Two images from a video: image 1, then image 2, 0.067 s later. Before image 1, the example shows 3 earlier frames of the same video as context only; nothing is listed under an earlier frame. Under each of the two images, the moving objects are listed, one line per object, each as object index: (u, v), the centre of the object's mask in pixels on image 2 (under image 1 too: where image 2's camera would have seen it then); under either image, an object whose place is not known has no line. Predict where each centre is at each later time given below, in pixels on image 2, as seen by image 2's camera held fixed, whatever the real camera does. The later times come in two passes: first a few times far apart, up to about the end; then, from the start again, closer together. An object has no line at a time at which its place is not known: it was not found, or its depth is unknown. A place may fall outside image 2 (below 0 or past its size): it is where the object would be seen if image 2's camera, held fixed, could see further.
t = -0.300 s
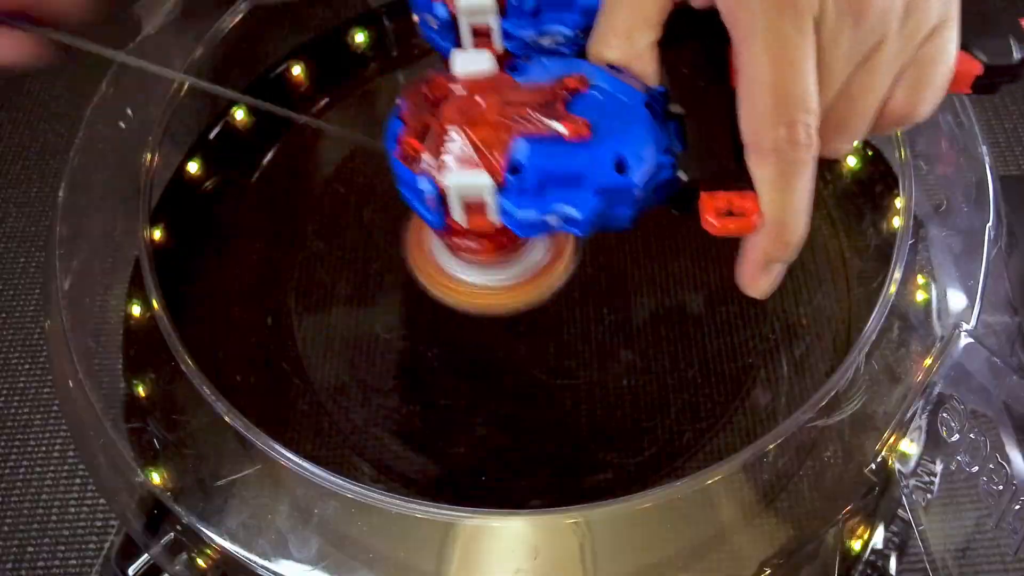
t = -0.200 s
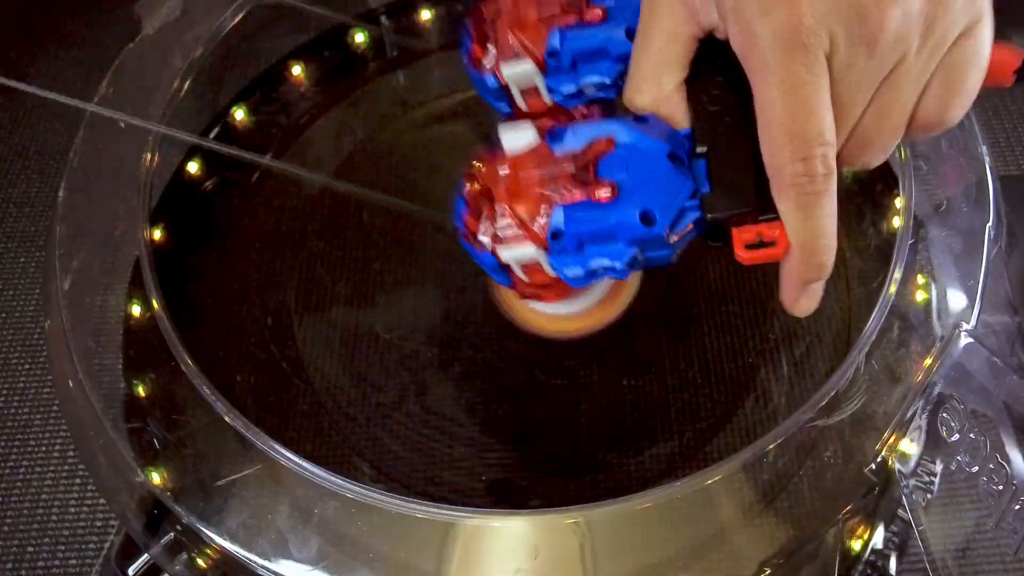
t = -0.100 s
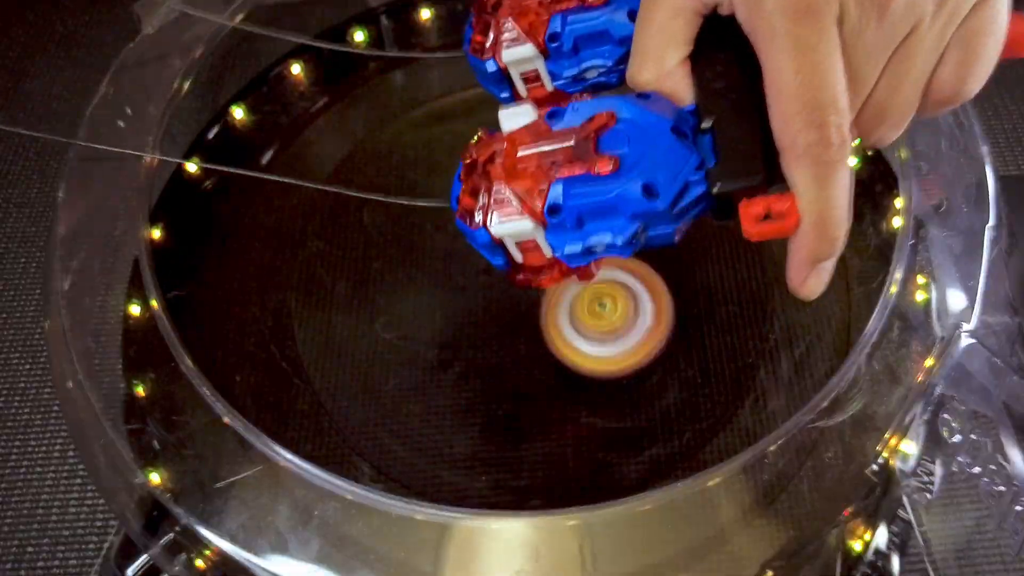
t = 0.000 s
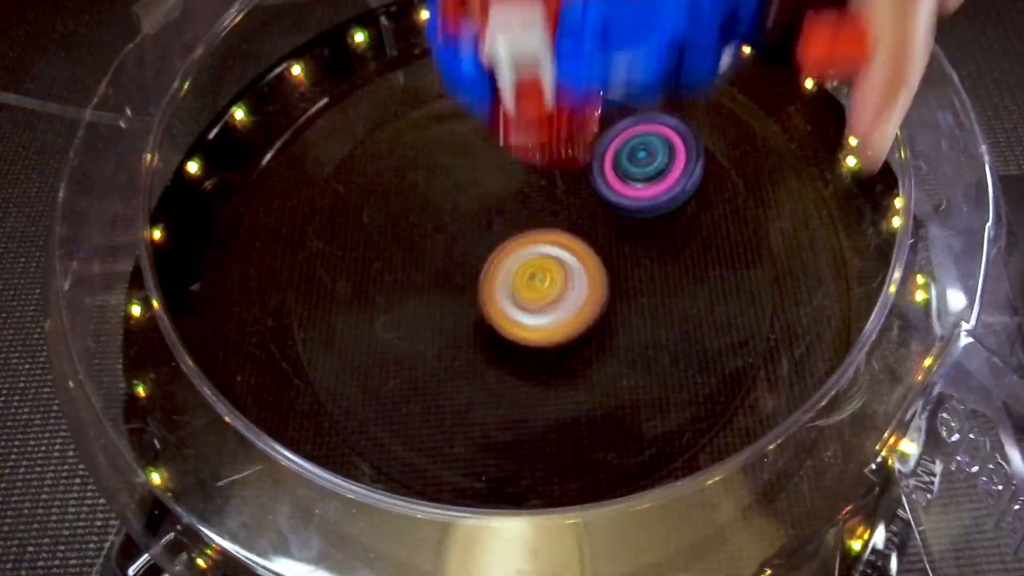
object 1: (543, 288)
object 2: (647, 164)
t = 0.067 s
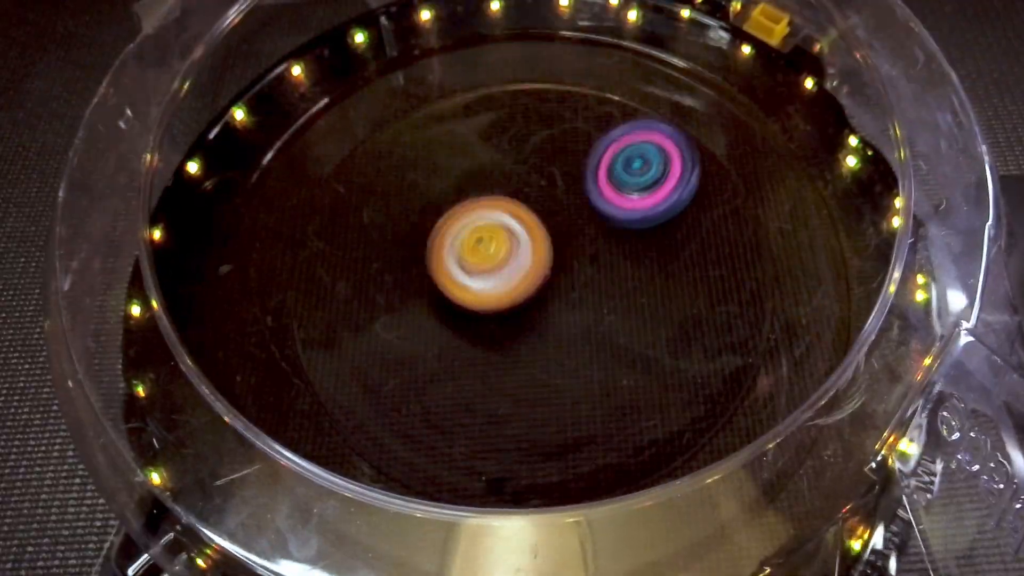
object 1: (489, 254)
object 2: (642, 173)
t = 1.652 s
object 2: (335, 153)
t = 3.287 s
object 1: (607, 281)
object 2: (499, 206)
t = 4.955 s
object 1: (434, 419)
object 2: (455, 325)
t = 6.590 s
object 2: (475, 79)
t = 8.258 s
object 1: (246, 292)
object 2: (520, 246)
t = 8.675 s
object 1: (389, 469)
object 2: (492, 275)
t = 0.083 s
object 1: (479, 240)
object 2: (639, 183)
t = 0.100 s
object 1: (469, 225)
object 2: (634, 187)
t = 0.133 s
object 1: (457, 188)
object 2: (623, 198)
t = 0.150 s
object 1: (456, 169)
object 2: (617, 207)
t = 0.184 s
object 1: (458, 129)
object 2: (601, 221)
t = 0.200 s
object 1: (462, 109)
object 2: (592, 229)
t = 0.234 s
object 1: (476, 75)
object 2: (572, 244)
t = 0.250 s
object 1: (486, 59)
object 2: (562, 251)
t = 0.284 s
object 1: (507, 39)
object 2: (539, 264)
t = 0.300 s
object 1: (516, 35)
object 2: (528, 269)
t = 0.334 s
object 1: (537, 24)
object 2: (505, 278)
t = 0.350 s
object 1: (552, 23)
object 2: (495, 282)
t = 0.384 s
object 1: (580, 23)
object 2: (473, 286)
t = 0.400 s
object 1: (594, 22)
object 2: (463, 287)
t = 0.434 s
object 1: (619, 23)
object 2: (447, 287)
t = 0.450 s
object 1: (628, 23)
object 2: (440, 286)
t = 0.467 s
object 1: (639, 23)
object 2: (435, 285)
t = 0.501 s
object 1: (656, 24)
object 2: (427, 281)
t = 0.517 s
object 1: (663, 24)
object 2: (425, 278)
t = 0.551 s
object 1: (676, 25)
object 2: (424, 272)
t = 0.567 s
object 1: (680, 26)
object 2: (426, 268)
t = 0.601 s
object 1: (690, 27)
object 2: (432, 260)
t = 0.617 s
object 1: (692, 28)
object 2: (437, 256)
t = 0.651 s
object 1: (696, 29)
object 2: (449, 246)
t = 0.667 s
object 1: (696, 29)
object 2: (456, 242)
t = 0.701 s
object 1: (697, 31)
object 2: (472, 233)
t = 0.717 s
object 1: (697, 31)
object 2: (480, 229)
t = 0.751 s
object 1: (695, 33)
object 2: (496, 221)
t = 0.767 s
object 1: (694, 33)
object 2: (504, 218)
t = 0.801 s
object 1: (690, 35)
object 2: (519, 212)
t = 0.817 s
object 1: (688, 36)
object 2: (526, 209)
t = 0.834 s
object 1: (686, 37)
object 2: (533, 208)
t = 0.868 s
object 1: (681, 42)
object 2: (543, 206)
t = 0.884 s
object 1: (678, 48)
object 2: (548, 206)
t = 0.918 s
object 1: (671, 56)
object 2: (555, 208)
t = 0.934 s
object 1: (668, 61)
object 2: (558, 209)
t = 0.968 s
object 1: (662, 70)
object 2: (560, 213)
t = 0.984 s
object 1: (658, 74)
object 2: (561, 216)
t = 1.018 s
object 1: (651, 82)
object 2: (560, 222)
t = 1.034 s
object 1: (647, 90)
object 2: (558, 225)
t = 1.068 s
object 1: (639, 109)
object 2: (553, 231)
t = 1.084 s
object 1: (636, 122)
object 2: (550, 235)
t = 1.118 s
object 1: (628, 149)
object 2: (542, 241)
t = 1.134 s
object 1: (625, 161)
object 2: (536, 245)
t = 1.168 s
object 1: (625, 178)
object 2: (516, 263)
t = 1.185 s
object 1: (623, 189)
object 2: (505, 271)
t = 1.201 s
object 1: (620, 203)
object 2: (496, 279)
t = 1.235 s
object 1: (611, 232)
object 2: (476, 293)
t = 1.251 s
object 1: (605, 247)
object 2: (467, 298)
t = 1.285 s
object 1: (586, 280)
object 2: (451, 307)
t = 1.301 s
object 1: (575, 295)
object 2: (443, 309)
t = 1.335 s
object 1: (560, 319)
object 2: (414, 312)
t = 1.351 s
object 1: (552, 329)
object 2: (398, 312)
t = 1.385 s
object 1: (523, 346)
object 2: (369, 310)
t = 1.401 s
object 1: (505, 349)
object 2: (356, 307)
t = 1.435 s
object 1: (462, 349)
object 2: (334, 298)
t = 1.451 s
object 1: (456, 347)
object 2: (311, 291)
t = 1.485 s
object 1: (494, 347)
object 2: (223, 253)
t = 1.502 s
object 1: (511, 345)
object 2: (183, 237)
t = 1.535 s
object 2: (169, 210)
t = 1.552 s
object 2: (198, 204)
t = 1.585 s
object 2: (245, 188)
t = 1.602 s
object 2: (268, 180)
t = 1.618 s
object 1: (602, 313)
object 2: (291, 169)
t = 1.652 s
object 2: (335, 153)
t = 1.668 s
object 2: (355, 148)
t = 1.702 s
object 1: (610, 310)
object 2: (399, 138)
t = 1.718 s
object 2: (421, 135)
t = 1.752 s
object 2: (463, 131)
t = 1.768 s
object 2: (483, 129)
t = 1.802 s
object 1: (579, 325)
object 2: (524, 130)
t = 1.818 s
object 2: (544, 133)
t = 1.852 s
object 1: (554, 324)
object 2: (579, 139)
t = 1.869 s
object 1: (545, 322)
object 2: (594, 144)
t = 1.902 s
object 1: (529, 316)
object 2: (623, 157)
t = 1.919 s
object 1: (521, 313)
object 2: (636, 167)
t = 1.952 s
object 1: (507, 304)
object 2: (656, 187)
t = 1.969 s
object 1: (501, 300)
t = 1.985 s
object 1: (495, 295)
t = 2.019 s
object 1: (487, 284)
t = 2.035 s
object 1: (485, 278)
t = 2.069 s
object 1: (482, 267)
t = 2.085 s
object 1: (481, 261)
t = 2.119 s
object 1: (484, 251)
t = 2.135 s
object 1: (487, 246)
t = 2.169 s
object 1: (495, 238)
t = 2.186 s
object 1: (500, 235)
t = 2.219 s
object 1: (512, 229)
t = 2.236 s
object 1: (518, 228)
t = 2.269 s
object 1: (532, 226)
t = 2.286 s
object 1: (539, 226)
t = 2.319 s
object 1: (553, 229)
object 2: (535, 415)
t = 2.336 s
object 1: (559, 231)
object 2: (523, 417)
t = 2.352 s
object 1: (565, 234)
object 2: (512, 418)
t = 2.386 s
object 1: (574, 241)
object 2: (489, 418)
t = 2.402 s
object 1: (577, 245)
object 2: (479, 417)
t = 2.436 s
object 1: (581, 255)
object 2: (458, 412)
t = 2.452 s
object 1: (581, 260)
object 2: (449, 409)
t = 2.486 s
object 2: (432, 400)
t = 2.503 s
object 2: (426, 395)
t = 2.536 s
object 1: (573, 284)
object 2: (414, 382)
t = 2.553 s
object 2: (410, 375)
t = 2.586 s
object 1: (561, 295)
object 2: (403, 361)
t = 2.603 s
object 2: (400, 353)
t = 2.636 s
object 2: (399, 338)
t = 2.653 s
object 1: (542, 302)
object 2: (399, 331)
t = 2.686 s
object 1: (533, 303)
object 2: (402, 315)
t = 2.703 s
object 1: (533, 302)
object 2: (400, 308)
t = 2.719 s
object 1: (535, 300)
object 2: (396, 301)
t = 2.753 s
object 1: (539, 294)
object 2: (393, 288)
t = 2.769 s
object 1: (541, 290)
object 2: (394, 283)
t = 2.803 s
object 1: (544, 284)
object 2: (396, 271)
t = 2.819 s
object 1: (545, 281)
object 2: (399, 266)
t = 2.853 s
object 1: (546, 274)
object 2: (406, 256)
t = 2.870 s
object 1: (547, 272)
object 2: (411, 251)
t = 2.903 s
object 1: (547, 266)
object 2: (422, 242)
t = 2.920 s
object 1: (548, 264)
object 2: (427, 238)
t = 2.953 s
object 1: (558, 260)
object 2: (430, 229)
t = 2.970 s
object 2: (433, 225)
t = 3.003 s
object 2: (441, 219)
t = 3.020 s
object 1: (573, 255)
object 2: (446, 216)
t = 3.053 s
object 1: (576, 254)
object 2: (457, 212)
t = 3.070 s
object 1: (577, 254)
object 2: (463, 210)
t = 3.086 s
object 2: (466, 208)
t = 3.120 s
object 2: (462, 202)
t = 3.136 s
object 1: (605, 262)
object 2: (462, 200)
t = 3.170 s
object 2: (465, 198)
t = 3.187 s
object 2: (469, 198)
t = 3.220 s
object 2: (477, 199)
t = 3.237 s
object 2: (482, 200)
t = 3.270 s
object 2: (493, 203)
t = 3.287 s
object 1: (607, 281)
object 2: (499, 206)
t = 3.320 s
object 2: (510, 211)
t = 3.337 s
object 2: (511, 211)
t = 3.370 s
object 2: (514, 213)
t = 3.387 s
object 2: (516, 215)
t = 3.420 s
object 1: (585, 308)
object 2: (520, 218)
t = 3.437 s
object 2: (520, 218)
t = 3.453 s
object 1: (582, 317)
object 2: (520, 219)
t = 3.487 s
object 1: (575, 323)
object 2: (523, 222)
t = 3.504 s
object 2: (524, 223)
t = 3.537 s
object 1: (564, 329)
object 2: (526, 225)
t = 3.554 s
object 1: (561, 331)
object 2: (526, 225)
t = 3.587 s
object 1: (554, 333)
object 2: (527, 227)
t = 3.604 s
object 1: (550, 333)
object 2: (527, 228)
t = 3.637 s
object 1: (545, 337)
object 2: (527, 226)
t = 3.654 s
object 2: (526, 225)
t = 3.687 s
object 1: (537, 339)
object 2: (527, 226)
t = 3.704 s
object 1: (535, 337)
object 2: (527, 226)
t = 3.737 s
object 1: (530, 340)
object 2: (528, 223)
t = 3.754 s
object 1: (528, 348)
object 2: (527, 213)
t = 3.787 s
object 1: (524, 358)
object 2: (526, 201)
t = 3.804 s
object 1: (522, 362)
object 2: (526, 196)
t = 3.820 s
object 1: (521, 364)
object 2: (527, 192)
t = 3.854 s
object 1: (517, 364)
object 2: (530, 190)
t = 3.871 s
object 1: (515, 362)
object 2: (531, 190)
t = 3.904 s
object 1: (511, 355)
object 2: (536, 192)
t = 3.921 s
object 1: (510, 350)
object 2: (539, 194)
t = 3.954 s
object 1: (506, 336)
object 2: (543, 199)
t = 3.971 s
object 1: (504, 329)
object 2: (546, 202)
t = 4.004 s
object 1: (503, 312)
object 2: (551, 210)
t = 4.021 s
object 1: (501, 310)
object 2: (553, 208)
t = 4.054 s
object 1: (497, 313)
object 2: (559, 196)
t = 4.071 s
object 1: (495, 314)
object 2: (562, 192)
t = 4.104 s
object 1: (494, 314)
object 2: (566, 189)
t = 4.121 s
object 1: (495, 313)
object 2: (569, 189)
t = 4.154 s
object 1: (497, 309)
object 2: (573, 192)
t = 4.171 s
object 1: (499, 307)
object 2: (575, 194)
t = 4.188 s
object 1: (501, 304)
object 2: (576, 197)
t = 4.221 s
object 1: (506, 297)
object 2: (578, 203)
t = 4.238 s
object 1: (508, 296)
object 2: (579, 207)
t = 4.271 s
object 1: (488, 345)
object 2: (597, 162)
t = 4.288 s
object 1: (476, 373)
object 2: (607, 137)
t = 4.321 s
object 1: (452, 426)
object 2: (624, 91)
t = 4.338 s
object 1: (444, 442)
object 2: (632, 71)
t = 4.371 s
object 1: (419, 490)
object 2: (646, 42)
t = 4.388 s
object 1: (408, 506)
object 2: (647, 37)
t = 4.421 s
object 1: (389, 533)
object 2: (642, 36)
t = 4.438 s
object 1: (384, 532)
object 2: (639, 40)
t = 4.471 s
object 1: (379, 525)
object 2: (631, 57)
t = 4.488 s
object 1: (375, 524)
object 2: (627, 61)
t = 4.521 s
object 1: (371, 516)
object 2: (622, 60)
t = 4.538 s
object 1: (367, 515)
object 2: (618, 66)
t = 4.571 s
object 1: (365, 511)
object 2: (609, 86)
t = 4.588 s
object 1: (365, 509)
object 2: (604, 93)
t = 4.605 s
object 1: (363, 507)
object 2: (599, 101)
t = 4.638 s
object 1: (364, 503)
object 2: (587, 126)
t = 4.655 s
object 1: (365, 499)
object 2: (579, 139)
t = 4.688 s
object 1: (371, 492)
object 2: (565, 166)
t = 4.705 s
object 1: (371, 489)
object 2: (558, 181)
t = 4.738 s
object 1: (377, 482)
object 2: (541, 213)
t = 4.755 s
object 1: (381, 478)
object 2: (534, 228)
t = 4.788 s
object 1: (386, 472)
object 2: (517, 260)
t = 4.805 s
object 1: (390, 467)
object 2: (508, 274)
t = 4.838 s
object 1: (403, 449)
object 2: (491, 301)
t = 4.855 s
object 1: (407, 447)
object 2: (483, 312)
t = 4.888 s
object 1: (414, 442)
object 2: (468, 329)
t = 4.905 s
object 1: (419, 437)
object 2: (463, 333)
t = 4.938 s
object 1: (429, 424)
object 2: (457, 330)
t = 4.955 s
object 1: (434, 419)
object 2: (455, 325)
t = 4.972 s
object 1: (441, 414)
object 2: (454, 320)
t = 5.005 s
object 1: (457, 407)
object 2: (452, 311)
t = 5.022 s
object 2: (452, 306)
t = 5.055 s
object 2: (456, 294)
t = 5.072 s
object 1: (498, 398)
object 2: (459, 286)
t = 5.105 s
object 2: (466, 268)
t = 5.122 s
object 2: (470, 260)
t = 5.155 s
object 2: (481, 245)
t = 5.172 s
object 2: (487, 240)
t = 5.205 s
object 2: (498, 230)
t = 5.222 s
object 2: (504, 227)
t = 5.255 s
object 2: (518, 223)
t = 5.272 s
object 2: (524, 223)
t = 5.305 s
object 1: (556, 355)
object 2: (535, 225)
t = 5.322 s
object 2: (541, 227)
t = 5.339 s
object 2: (545, 229)
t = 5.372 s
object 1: (565, 344)
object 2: (549, 229)
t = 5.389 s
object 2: (543, 205)
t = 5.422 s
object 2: (531, 163)
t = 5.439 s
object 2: (525, 144)
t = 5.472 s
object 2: (514, 108)
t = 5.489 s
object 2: (510, 93)
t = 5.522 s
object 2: (505, 69)
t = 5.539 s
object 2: (502, 60)
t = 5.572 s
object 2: (499, 47)
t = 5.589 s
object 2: (499, 43)
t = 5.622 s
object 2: (497, 37)
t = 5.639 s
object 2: (497, 35)
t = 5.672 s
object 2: (498, 33)
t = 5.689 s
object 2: (499, 31)
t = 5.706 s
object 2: (499, 30)
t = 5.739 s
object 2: (499, 28)
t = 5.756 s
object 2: (499, 28)
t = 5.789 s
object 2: (500, 29)
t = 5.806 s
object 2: (500, 30)
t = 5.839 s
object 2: (500, 30)
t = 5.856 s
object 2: (500, 30)
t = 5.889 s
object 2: (499, 30)
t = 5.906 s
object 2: (498, 30)
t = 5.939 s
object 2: (497, 29)
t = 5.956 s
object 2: (496, 29)
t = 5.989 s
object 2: (495, 30)
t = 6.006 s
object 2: (494, 31)
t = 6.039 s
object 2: (492, 31)
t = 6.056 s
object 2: (491, 32)
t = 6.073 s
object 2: (489, 32)
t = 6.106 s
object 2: (487, 32)
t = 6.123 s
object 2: (485, 32)
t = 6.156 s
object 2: (482, 33)
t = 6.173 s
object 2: (481, 33)
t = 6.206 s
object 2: (478, 34)
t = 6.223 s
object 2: (477, 35)
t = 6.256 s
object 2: (473, 36)
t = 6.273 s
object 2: (473, 37)
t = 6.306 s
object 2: (470, 39)
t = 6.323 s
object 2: (470, 40)
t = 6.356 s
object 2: (468, 42)
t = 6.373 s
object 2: (468, 44)
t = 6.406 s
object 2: (467, 46)
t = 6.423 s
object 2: (467, 48)
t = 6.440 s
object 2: (467, 50)
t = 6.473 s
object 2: (466, 54)
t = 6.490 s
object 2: (466, 56)
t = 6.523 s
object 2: (468, 61)
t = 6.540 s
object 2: (468, 64)
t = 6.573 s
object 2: (471, 73)
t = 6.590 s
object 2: (475, 79)
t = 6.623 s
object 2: (483, 94)
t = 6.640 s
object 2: (488, 101)
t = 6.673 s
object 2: (498, 121)
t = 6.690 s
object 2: (502, 131)
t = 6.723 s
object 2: (516, 154)
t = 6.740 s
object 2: (521, 165)
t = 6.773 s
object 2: (535, 191)
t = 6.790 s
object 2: (540, 205)
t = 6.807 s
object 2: (546, 218)
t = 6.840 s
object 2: (557, 244)
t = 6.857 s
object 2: (562, 256)
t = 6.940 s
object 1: (644, 72)
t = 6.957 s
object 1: (637, 69)
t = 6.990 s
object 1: (620, 61)
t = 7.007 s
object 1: (613, 59)
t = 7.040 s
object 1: (599, 54)
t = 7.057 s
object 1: (589, 52)
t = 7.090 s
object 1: (575, 48)
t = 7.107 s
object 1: (568, 46)
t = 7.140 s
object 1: (552, 43)
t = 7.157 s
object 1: (544, 42)
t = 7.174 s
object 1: (538, 42)
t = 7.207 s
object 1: (522, 40)
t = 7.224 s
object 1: (515, 40)
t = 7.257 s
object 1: (501, 39)
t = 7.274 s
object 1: (493, 39)
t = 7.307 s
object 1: (479, 39)
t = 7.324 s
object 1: (473, 39)
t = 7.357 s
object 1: (458, 39)
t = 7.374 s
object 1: (451, 40)
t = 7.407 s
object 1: (437, 41)
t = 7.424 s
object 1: (430, 42)
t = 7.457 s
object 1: (415, 43)
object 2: (537, 280)
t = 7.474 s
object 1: (407, 44)
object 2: (538, 275)
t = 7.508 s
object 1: (394, 47)
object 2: (539, 267)
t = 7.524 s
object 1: (388, 49)
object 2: (541, 263)
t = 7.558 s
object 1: (381, 54)
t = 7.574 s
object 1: (376, 56)
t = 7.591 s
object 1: (372, 59)
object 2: (548, 250)
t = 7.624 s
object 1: (361, 65)
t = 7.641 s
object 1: (356, 68)
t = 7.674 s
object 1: (344, 76)
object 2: (559, 239)
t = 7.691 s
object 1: (338, 80)
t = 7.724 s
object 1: (327, 88)
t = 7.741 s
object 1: (322, 92)
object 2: (566, 233)
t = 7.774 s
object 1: (311, 101)
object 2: (568, 231)
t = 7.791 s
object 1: (306, 106)
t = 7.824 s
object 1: (296, 116)
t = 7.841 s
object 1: (292, 122)
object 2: (569, 229)
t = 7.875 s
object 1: (283, 132)
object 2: (568, 228)
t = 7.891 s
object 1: (279, 139)
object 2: (567, 228)
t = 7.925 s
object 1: (271, 151)
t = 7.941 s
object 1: (268, 157)
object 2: (563, 230)
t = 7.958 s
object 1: (264, 163)
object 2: (562, 231)
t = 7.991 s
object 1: (258, 177)
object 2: (558, 232)
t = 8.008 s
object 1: (256, 183)
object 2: (556, 234)
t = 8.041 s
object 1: (251, 196)
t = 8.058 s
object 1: (249, 204)
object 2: (549, 237)
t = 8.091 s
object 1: (245, 218)
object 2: (544, 239)
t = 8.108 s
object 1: (244, 225)
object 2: (542, 240)
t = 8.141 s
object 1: (243, 240)
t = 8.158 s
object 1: (242, 247)
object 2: (534, 242)
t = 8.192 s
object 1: (242, 262)
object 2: (530, 243)
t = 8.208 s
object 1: (243, 269)
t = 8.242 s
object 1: (245, 284)
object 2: (523, 245)
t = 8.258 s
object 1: (246, 292)
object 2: (520, 246)
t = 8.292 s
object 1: (249, 308)
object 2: (516, 247)
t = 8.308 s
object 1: (252, 316)
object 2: (513, 248)
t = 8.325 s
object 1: (255, 324)
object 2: (512, 249)
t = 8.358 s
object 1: (261, 340)
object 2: (508, 250)
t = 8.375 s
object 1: (266, 347)
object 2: (507, 251)
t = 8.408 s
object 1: (276, 363)
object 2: (503, 253)
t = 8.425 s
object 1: (282, 371)
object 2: (502, 254)
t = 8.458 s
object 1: (294, 384)
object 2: (499, 256)
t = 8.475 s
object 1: (295, 395)
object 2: (498, 257)
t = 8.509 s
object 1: (307, 410)
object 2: (496, 260)
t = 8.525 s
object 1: (314, 417)
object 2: (494, 261)
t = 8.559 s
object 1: (328, 431)
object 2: (493, 264)
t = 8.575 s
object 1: (336, 437)
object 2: (492, 266)
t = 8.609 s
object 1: (352, 451)
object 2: (492, 268)
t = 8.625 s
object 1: (364, 453)
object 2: (492, 270)
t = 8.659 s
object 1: (381, 463)
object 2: (492, 273)
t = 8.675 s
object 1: (389, 469)
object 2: (492, 275)
